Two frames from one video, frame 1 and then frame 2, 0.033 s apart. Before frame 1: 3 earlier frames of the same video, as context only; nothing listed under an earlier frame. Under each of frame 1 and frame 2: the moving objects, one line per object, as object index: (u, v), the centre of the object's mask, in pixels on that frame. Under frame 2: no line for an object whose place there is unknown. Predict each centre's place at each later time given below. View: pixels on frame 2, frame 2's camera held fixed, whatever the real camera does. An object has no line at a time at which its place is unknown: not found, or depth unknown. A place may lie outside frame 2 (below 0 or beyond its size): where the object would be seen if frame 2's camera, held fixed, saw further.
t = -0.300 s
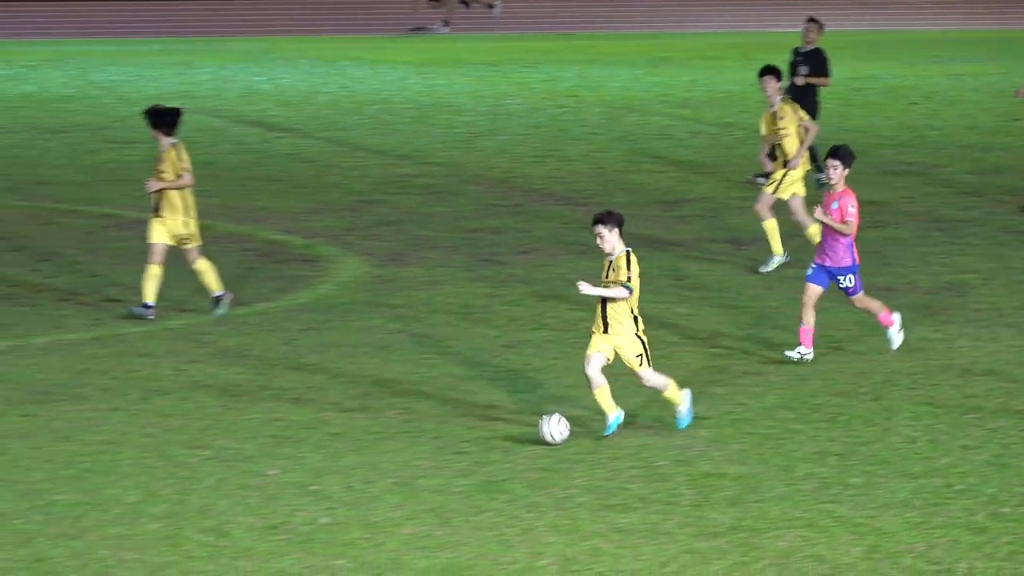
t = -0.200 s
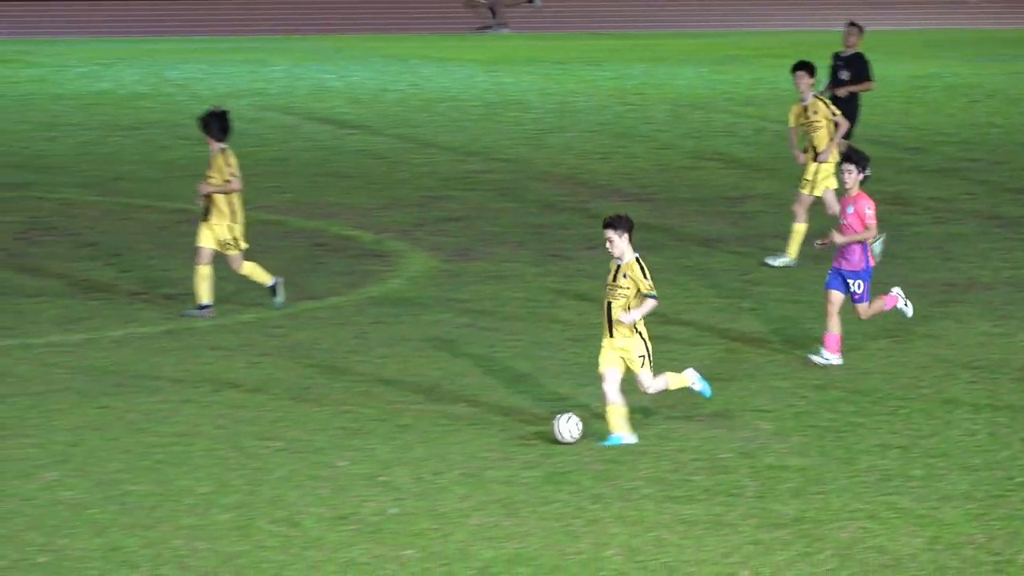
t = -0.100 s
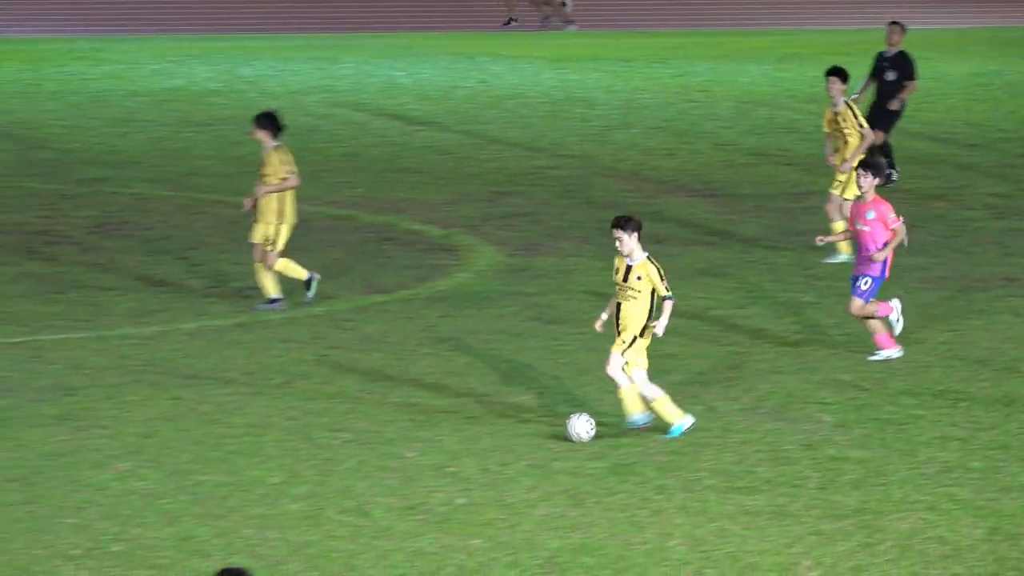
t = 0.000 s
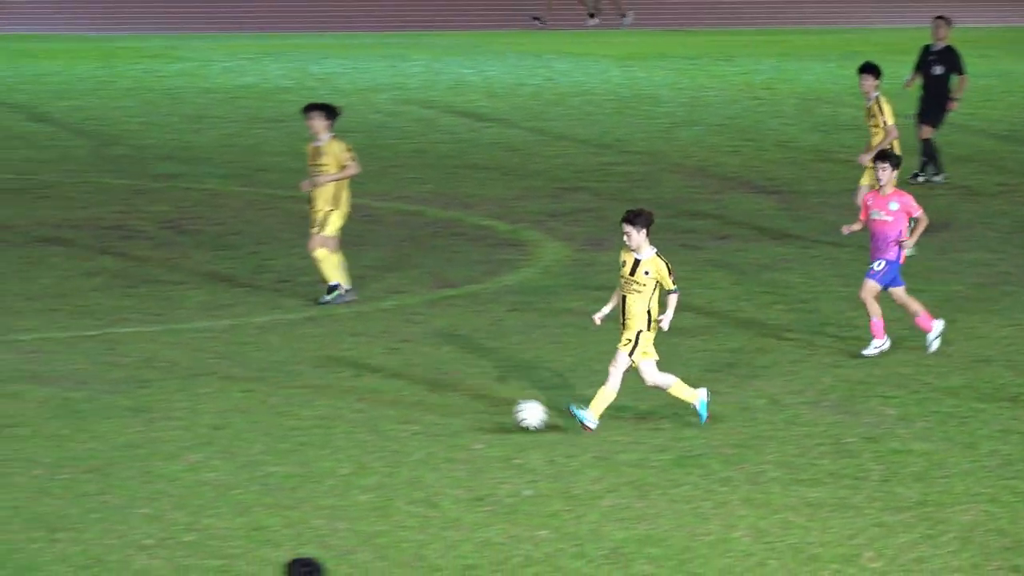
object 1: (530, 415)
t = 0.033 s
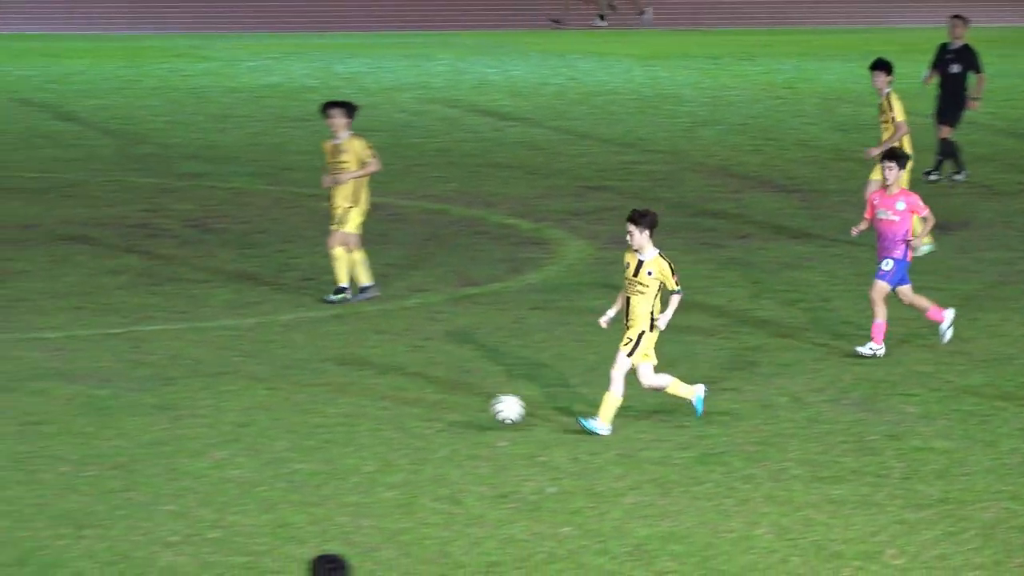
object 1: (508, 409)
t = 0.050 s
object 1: (486, 408)
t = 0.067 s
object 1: (463, 407)
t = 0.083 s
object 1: (440, 407)
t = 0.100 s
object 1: (417, 407)
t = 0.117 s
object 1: (393, 408)
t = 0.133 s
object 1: (370, 408)
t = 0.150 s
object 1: (347, 410)
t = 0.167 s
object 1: (324, 411)
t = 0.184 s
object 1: (301, 412)
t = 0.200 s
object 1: (276, 415)
